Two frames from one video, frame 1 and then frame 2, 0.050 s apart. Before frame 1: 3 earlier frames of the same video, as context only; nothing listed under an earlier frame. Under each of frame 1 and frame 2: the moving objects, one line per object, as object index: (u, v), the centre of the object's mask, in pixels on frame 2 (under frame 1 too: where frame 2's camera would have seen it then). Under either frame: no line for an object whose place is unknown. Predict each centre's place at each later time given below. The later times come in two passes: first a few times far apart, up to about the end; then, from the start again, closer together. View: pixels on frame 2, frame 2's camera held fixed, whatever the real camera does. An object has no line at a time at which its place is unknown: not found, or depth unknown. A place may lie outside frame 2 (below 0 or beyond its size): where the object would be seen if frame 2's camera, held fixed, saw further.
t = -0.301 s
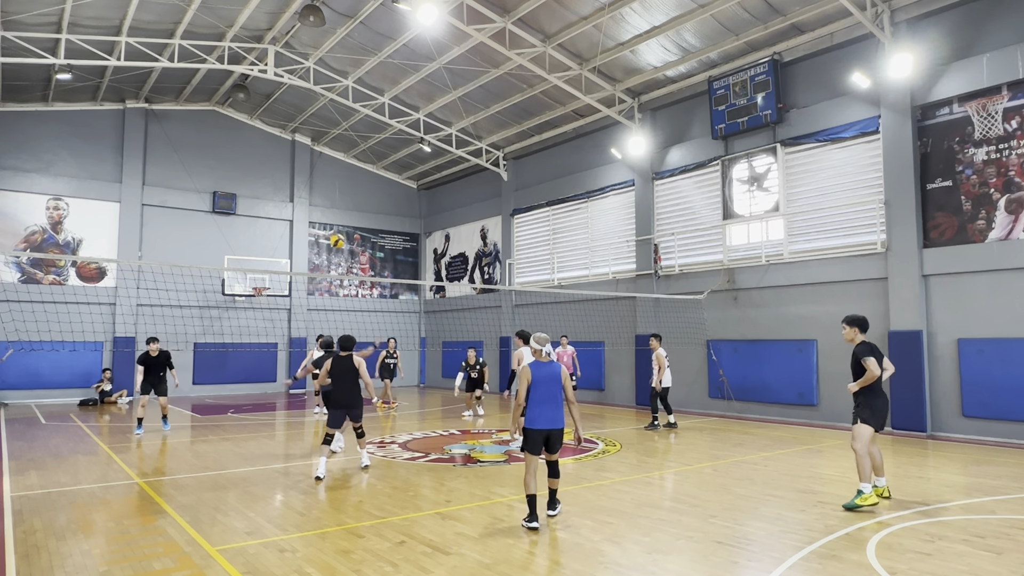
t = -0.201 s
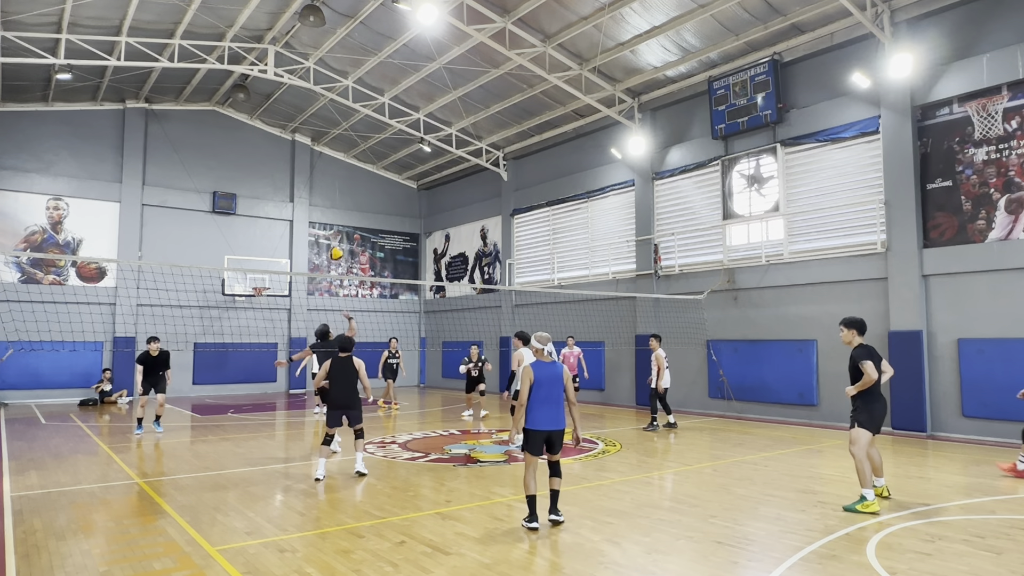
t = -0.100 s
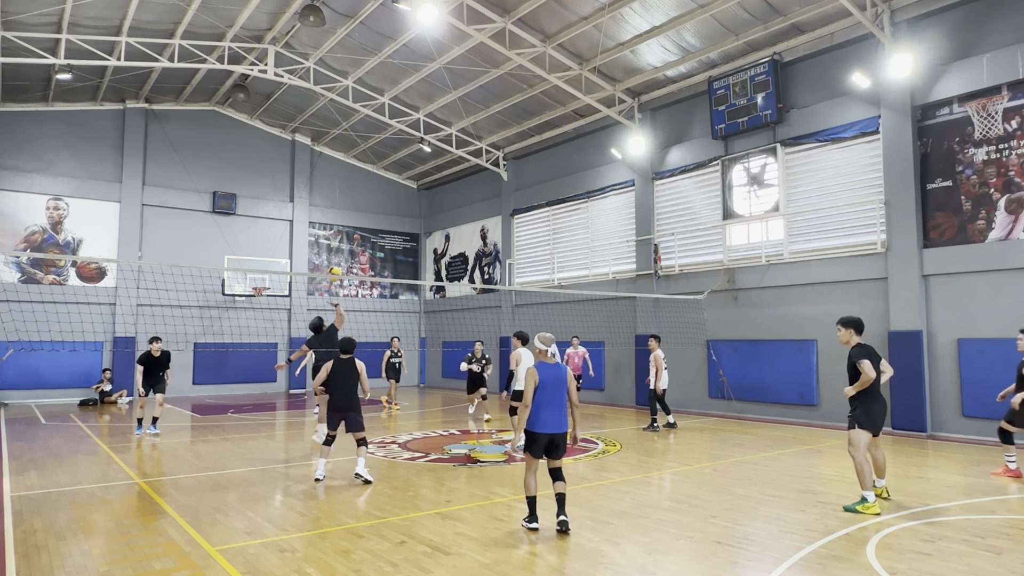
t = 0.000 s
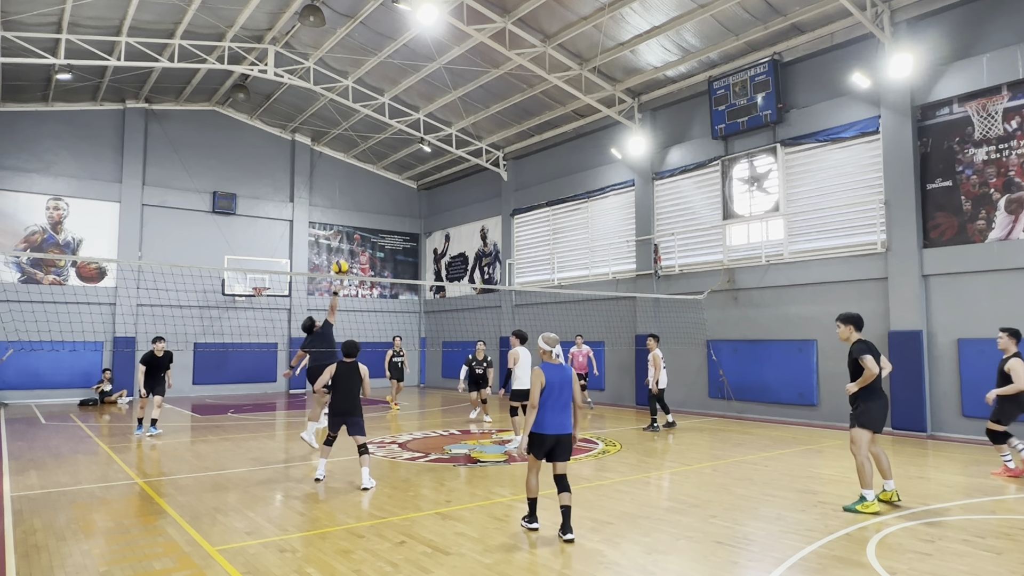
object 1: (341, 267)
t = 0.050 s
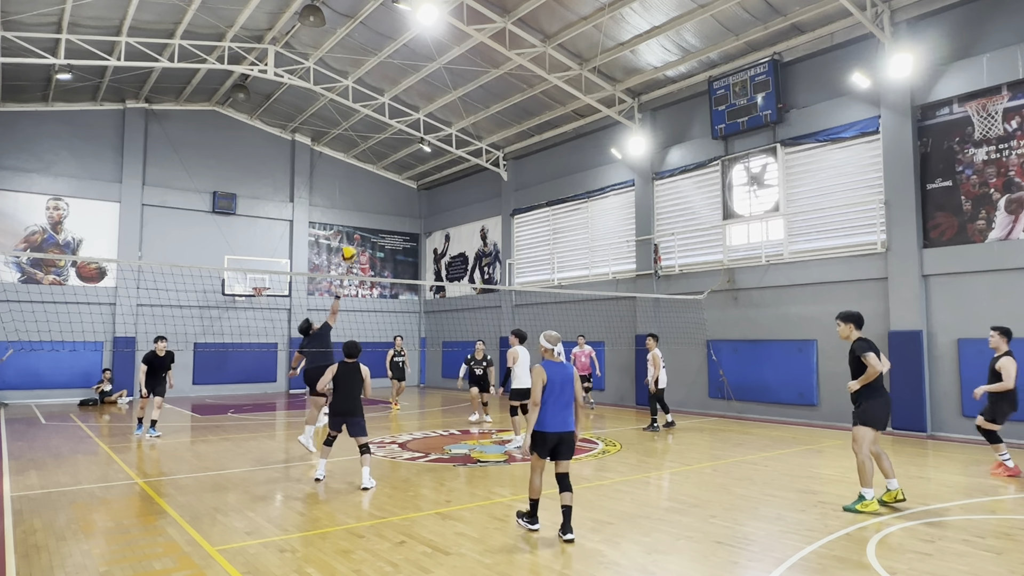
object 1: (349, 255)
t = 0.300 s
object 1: (397, 205)
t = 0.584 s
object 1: (477, 205)
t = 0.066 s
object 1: (351, 250)
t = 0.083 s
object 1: (354, 246)
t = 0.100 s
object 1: (357, 242)
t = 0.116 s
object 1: (360, 238)
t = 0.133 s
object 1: (363, 234)
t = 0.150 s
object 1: (366, 231)
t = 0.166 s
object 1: (369, 226)
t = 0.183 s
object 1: (373, 223)
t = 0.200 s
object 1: (376, 220)
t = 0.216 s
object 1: (379, 218)
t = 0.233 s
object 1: (383, 214)
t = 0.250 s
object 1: (386, 212)
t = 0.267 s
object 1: (390, 209)
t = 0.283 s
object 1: (394, 207)
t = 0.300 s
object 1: (397, 205)
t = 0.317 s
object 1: (401, 203)
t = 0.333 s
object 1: (406, 201)
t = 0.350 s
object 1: (410, 200)
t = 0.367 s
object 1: (413, 199)
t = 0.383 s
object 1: (417, 197)
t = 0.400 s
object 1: (422, 196)
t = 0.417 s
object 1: (426, 196)
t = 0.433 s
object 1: (430, 196)
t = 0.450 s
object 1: (435, 196)
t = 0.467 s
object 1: (440, 196)
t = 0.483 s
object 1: (445, 196)
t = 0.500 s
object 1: (450, 197)
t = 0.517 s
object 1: (455, 198)
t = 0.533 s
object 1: (460, 199)
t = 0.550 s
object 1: (466, 201)
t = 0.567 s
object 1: (471, 203)
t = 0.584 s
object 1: (477, 205)
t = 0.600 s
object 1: (483, 208)
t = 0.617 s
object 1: (489, 211)
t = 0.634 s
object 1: (496, 215)
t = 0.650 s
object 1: (502, 219)
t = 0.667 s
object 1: (509, 224)
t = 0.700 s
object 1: (523, 236)
